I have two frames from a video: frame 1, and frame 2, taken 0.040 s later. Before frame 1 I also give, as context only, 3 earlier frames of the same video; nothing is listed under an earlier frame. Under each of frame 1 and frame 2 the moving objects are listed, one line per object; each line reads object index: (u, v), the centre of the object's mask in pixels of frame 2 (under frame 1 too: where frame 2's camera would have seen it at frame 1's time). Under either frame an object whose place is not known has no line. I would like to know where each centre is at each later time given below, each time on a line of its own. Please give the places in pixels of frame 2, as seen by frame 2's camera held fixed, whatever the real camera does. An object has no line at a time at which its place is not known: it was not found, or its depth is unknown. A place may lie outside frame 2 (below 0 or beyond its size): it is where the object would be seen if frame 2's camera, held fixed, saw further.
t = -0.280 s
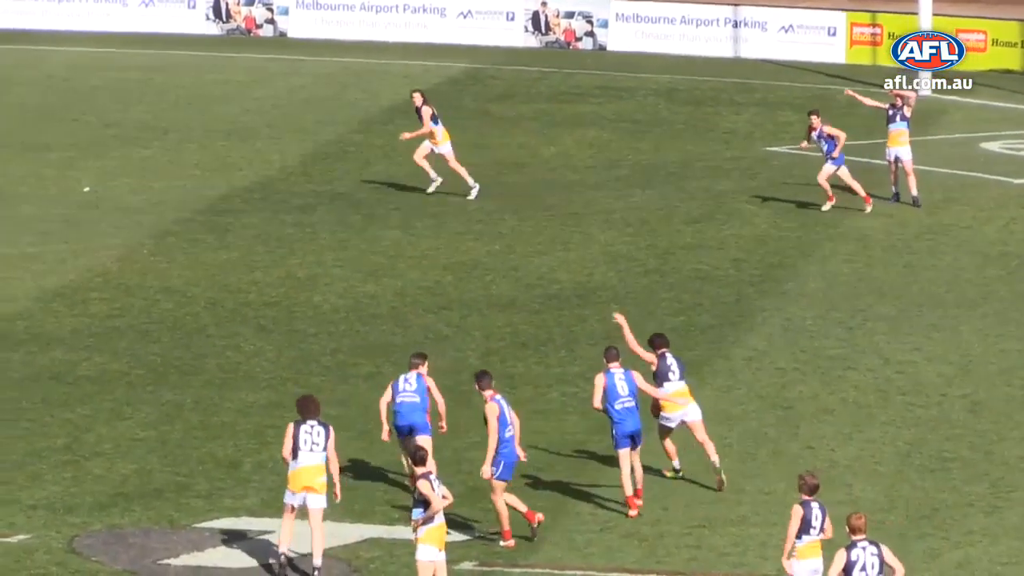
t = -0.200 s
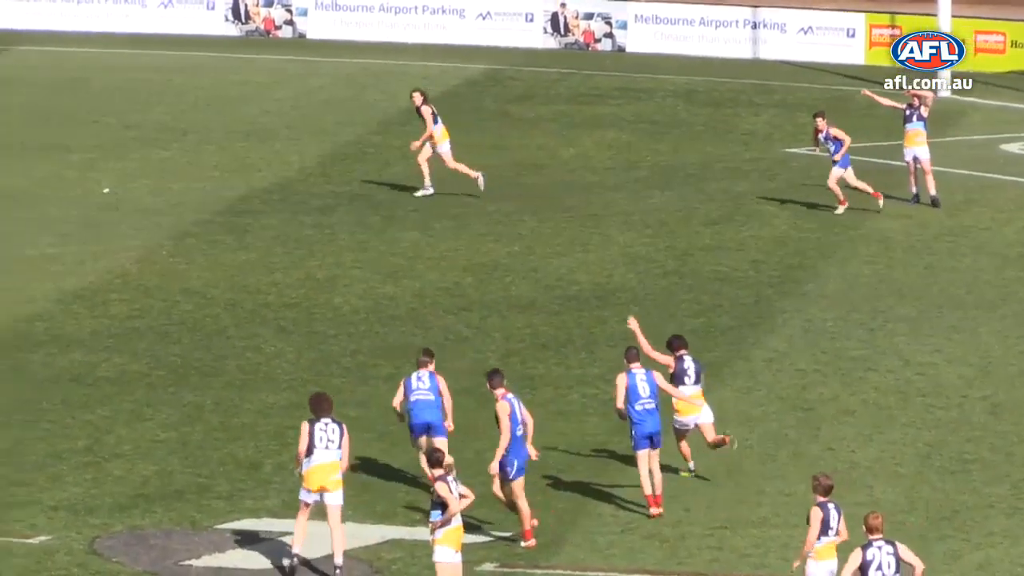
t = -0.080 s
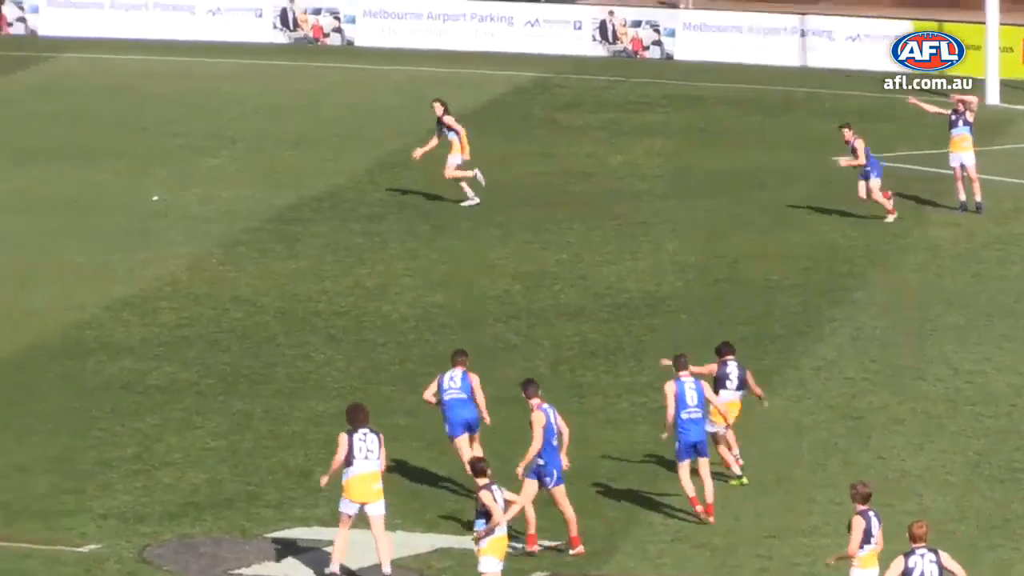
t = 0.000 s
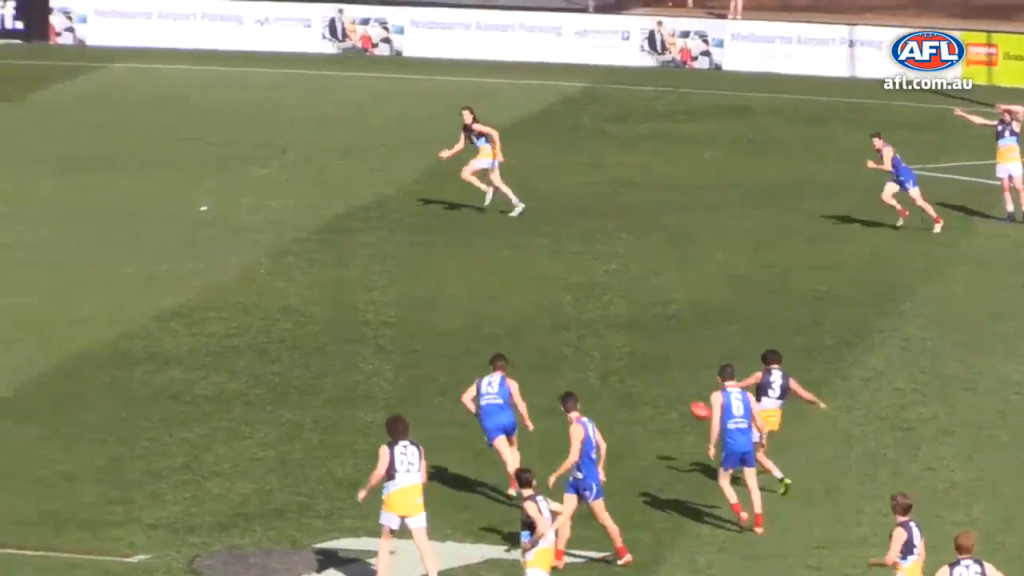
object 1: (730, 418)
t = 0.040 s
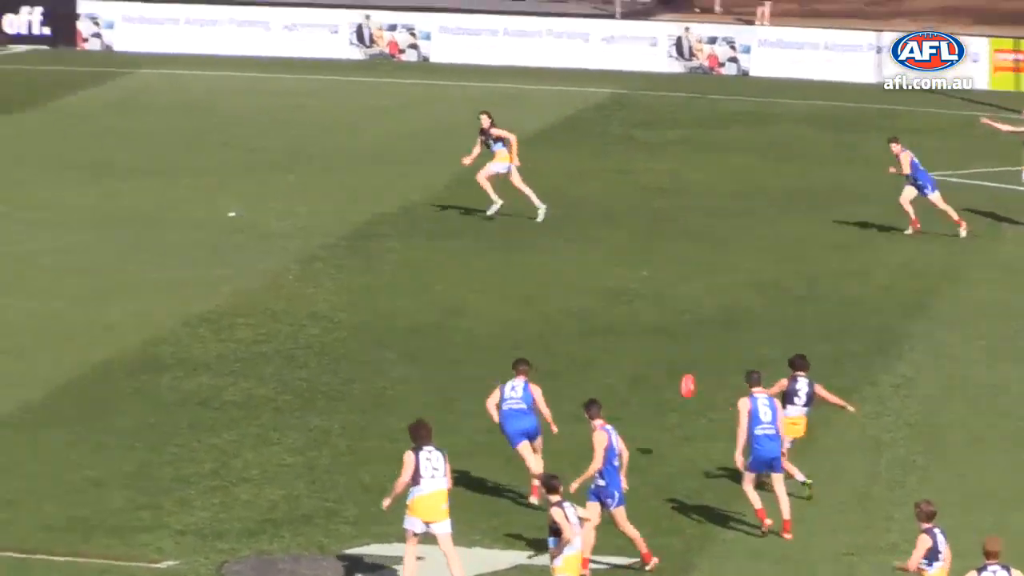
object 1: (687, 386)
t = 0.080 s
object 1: (648, 356)
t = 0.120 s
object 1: (608, 328)
